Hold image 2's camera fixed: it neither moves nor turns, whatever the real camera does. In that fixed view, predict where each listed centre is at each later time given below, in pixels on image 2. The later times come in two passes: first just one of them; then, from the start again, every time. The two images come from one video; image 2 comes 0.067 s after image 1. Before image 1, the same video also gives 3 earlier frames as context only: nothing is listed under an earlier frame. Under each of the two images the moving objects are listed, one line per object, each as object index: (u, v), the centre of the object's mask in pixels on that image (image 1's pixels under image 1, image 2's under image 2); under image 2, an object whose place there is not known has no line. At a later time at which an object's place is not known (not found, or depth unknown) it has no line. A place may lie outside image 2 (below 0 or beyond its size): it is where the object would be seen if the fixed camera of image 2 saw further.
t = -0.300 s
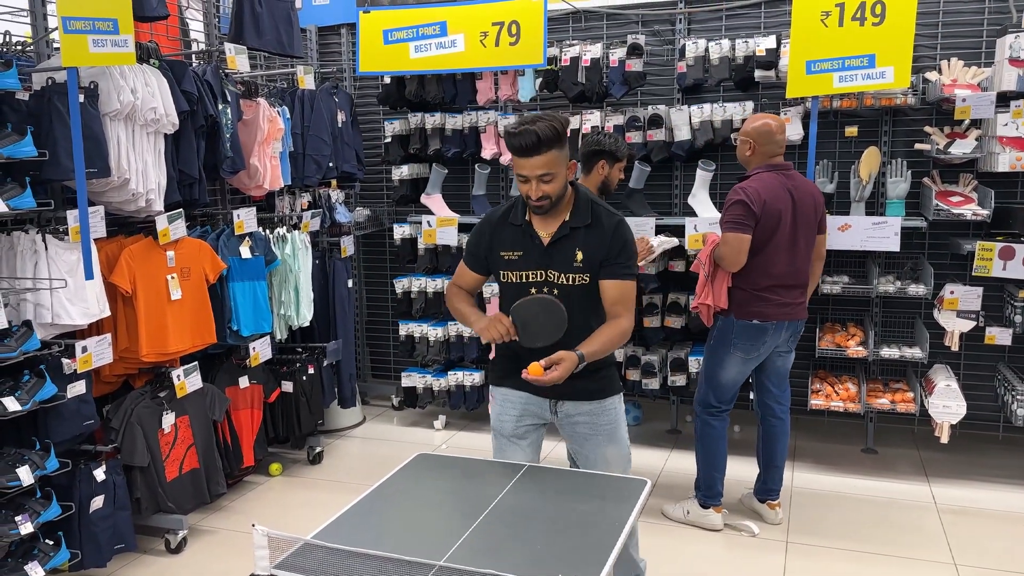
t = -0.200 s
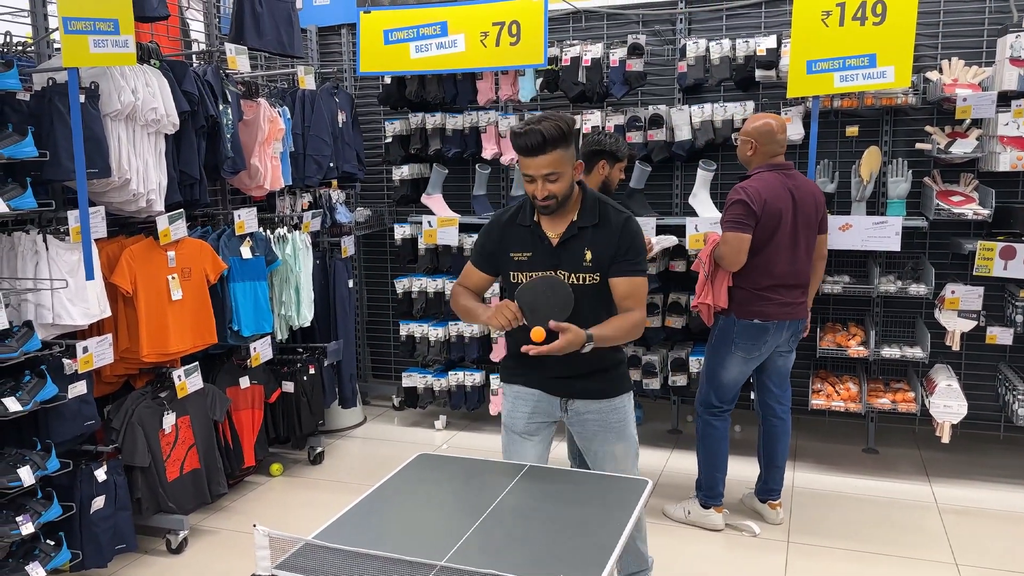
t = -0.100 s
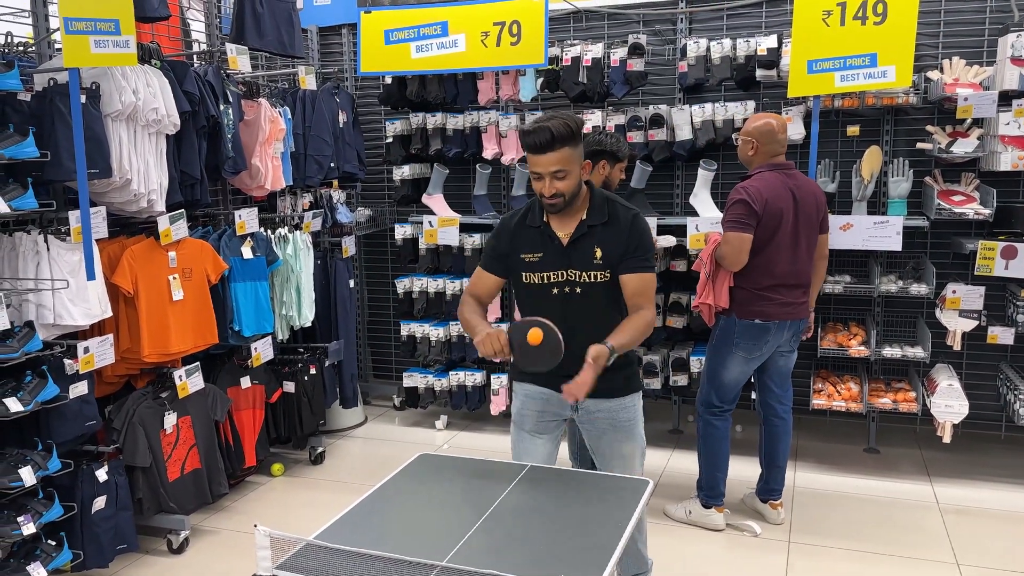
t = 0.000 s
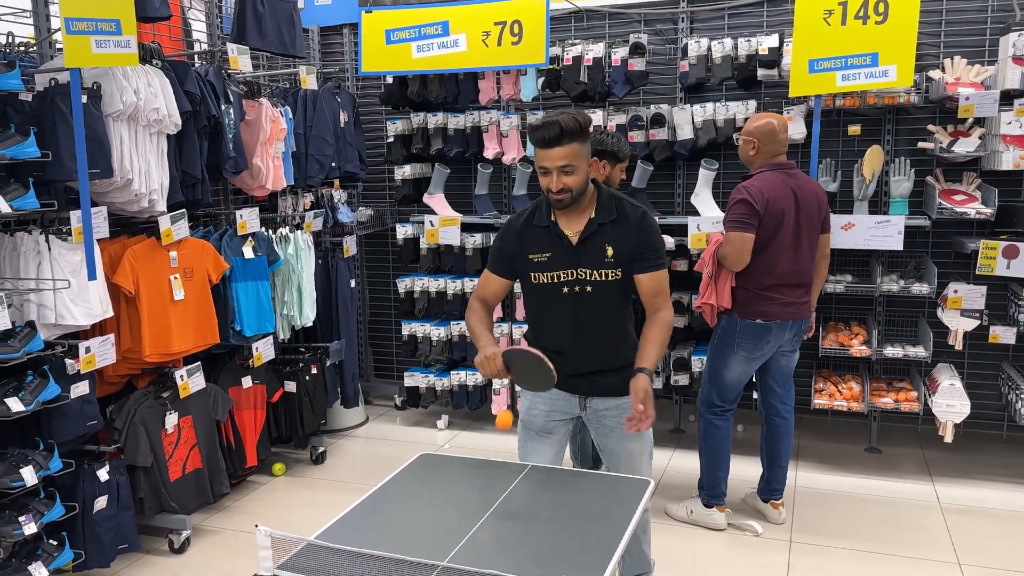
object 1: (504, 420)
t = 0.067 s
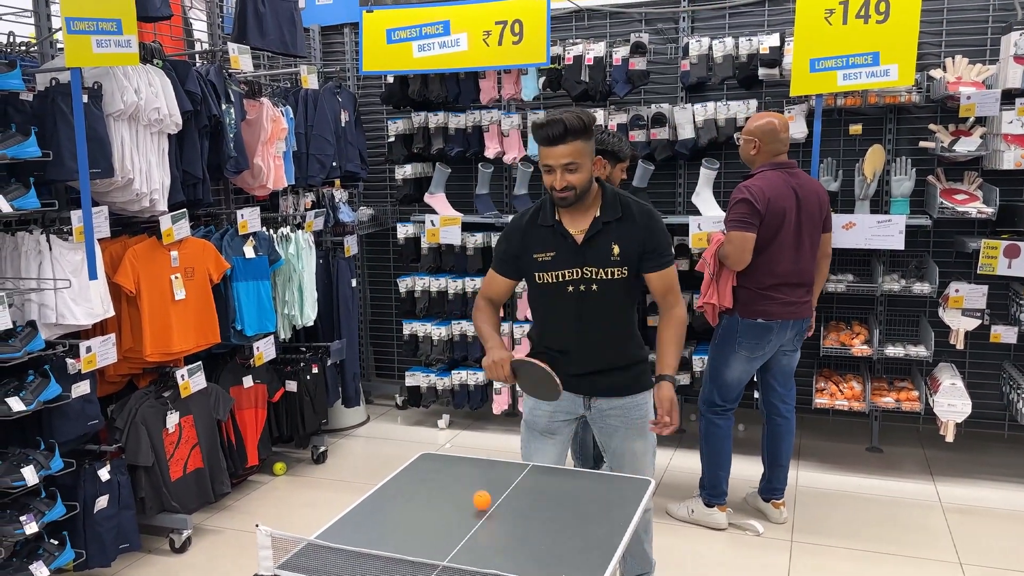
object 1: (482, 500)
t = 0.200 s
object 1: (448, 427)
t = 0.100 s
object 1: (474, 476)
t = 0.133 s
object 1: (465, 455)
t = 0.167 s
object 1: (457, 439)
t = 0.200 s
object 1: (448, 427)
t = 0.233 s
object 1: (439, 420)
